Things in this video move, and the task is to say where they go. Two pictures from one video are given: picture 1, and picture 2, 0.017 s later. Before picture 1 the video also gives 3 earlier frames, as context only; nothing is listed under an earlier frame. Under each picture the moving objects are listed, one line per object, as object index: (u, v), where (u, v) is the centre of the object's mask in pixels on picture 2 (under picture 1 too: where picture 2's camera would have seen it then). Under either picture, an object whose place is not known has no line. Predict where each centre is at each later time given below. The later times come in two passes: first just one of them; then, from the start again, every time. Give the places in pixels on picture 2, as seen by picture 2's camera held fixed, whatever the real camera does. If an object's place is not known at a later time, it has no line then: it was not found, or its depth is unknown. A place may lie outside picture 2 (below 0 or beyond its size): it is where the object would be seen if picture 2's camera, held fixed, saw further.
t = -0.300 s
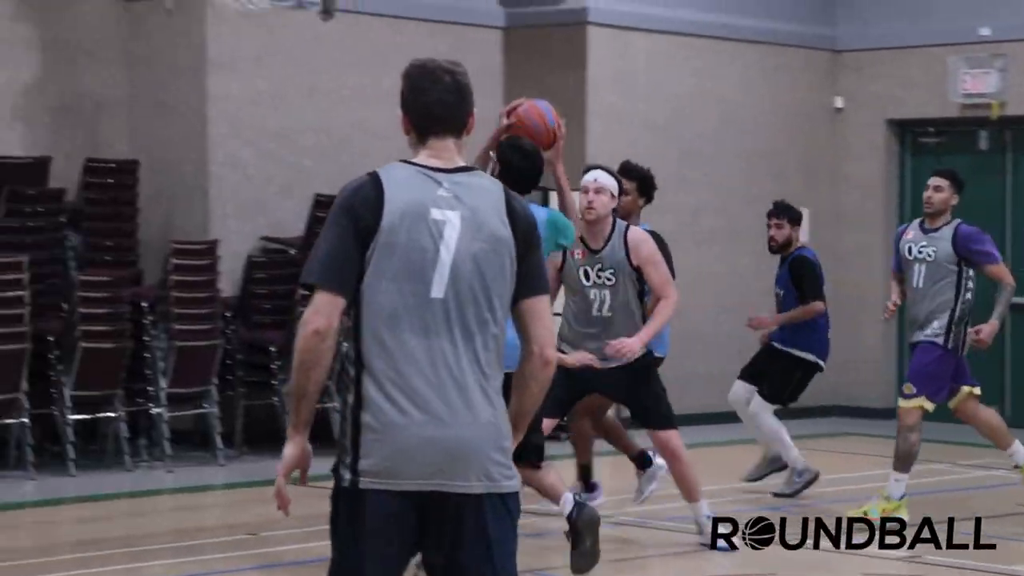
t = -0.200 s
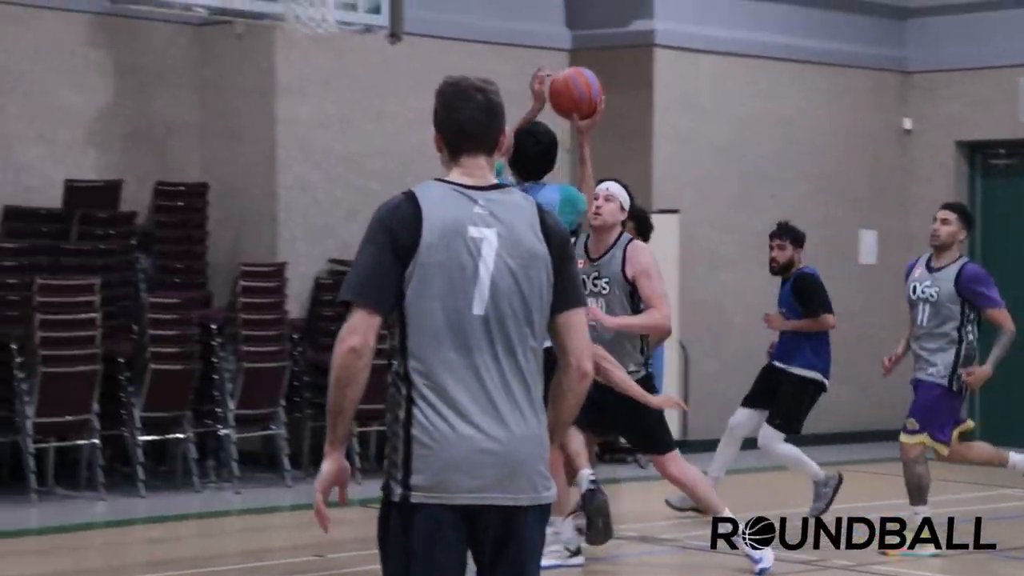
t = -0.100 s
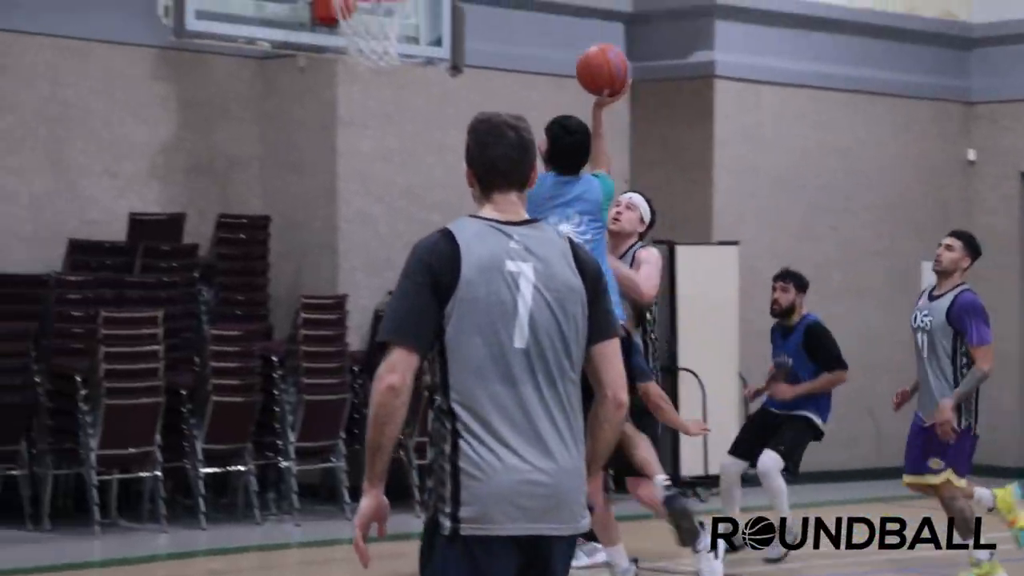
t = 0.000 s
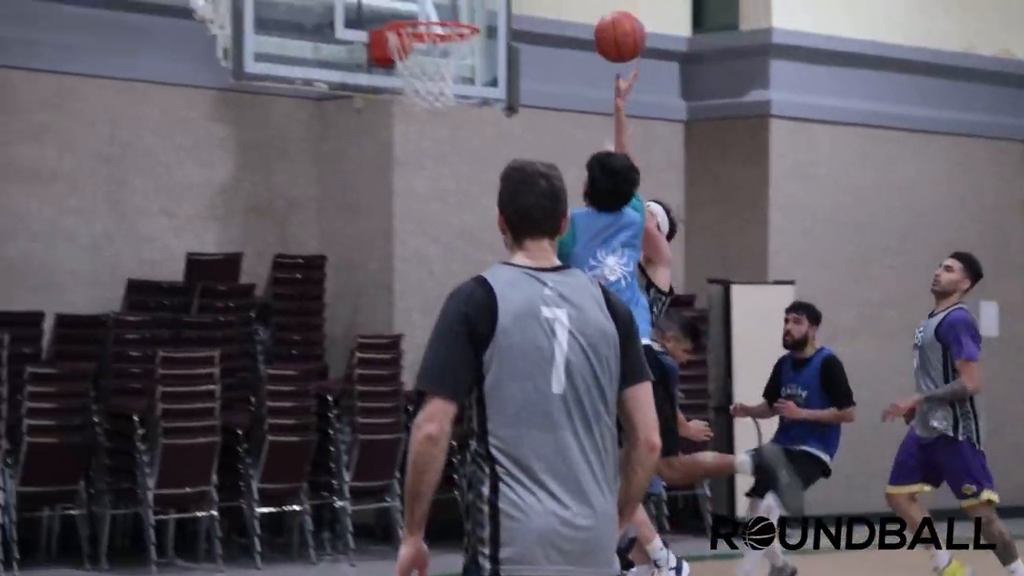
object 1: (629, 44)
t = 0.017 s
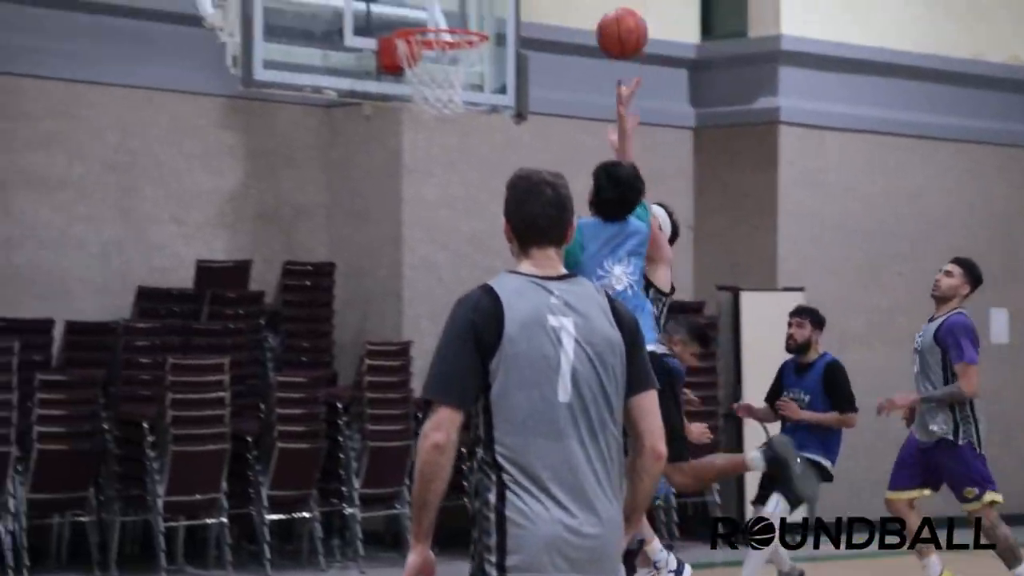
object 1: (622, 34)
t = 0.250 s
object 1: (538, -44)
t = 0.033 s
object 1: (615, 24)
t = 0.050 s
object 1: (609, 15)
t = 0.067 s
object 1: (603, 6)
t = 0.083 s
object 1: (597, -2)
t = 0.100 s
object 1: (591, -9)
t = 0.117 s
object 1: (585, -15)
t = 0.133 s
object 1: (579, -21)
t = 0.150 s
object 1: (573, -26)
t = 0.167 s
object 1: (567, -30)
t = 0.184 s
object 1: (561, -34)
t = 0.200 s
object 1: (555, -38)
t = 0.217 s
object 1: (549, -40)
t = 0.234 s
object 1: (544, -42)
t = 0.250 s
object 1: (538, -44)
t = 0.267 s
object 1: (532, -44)
